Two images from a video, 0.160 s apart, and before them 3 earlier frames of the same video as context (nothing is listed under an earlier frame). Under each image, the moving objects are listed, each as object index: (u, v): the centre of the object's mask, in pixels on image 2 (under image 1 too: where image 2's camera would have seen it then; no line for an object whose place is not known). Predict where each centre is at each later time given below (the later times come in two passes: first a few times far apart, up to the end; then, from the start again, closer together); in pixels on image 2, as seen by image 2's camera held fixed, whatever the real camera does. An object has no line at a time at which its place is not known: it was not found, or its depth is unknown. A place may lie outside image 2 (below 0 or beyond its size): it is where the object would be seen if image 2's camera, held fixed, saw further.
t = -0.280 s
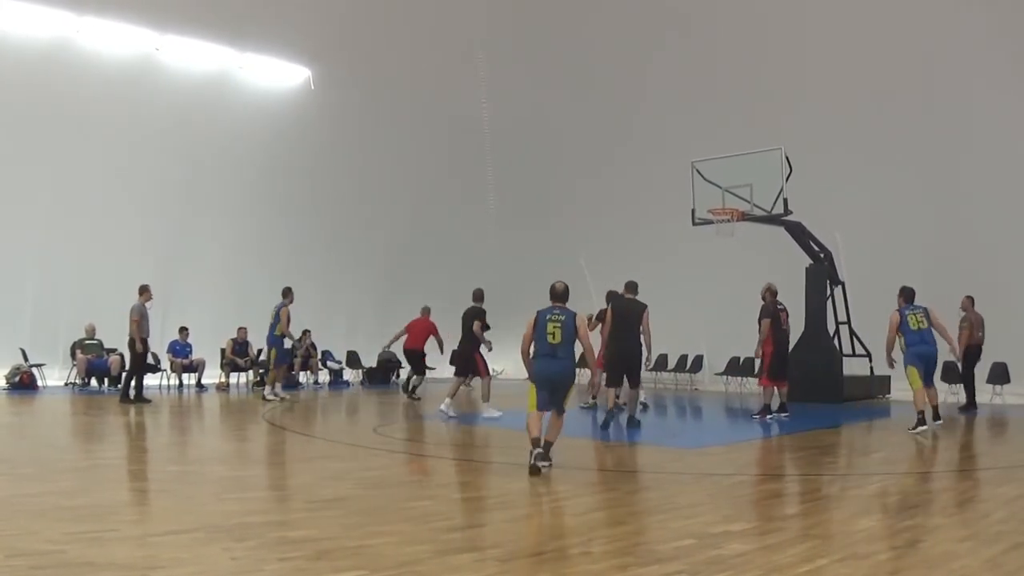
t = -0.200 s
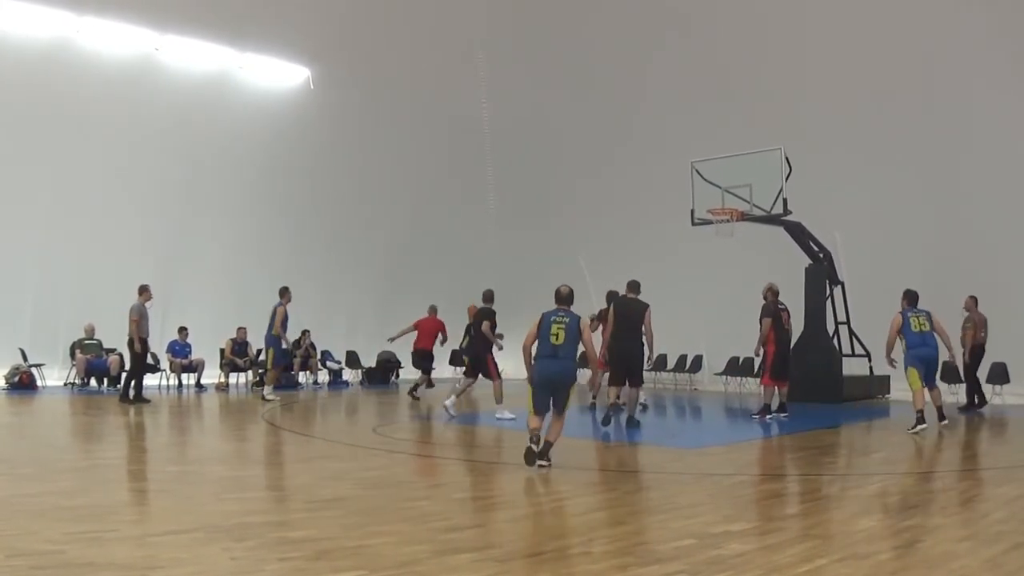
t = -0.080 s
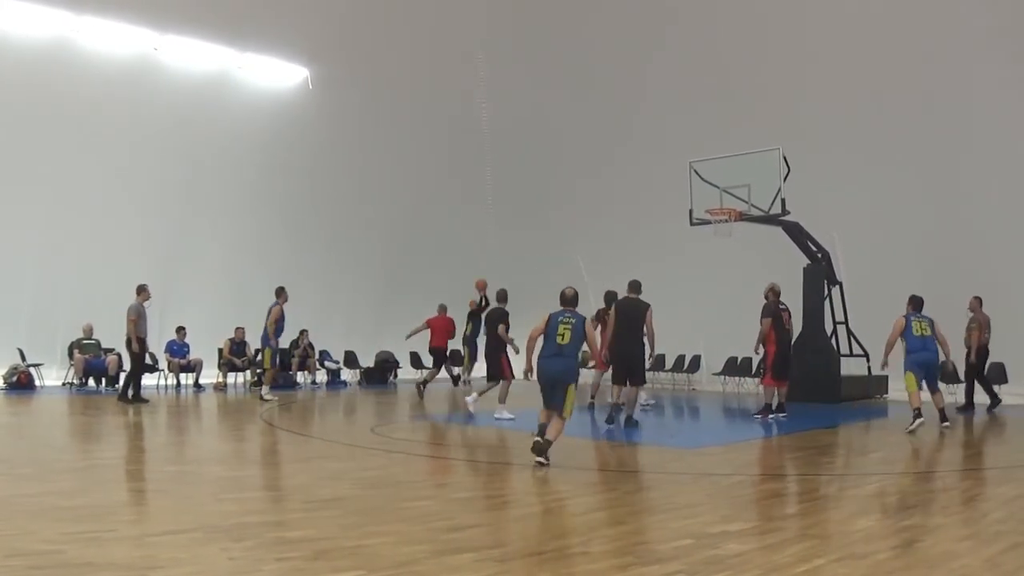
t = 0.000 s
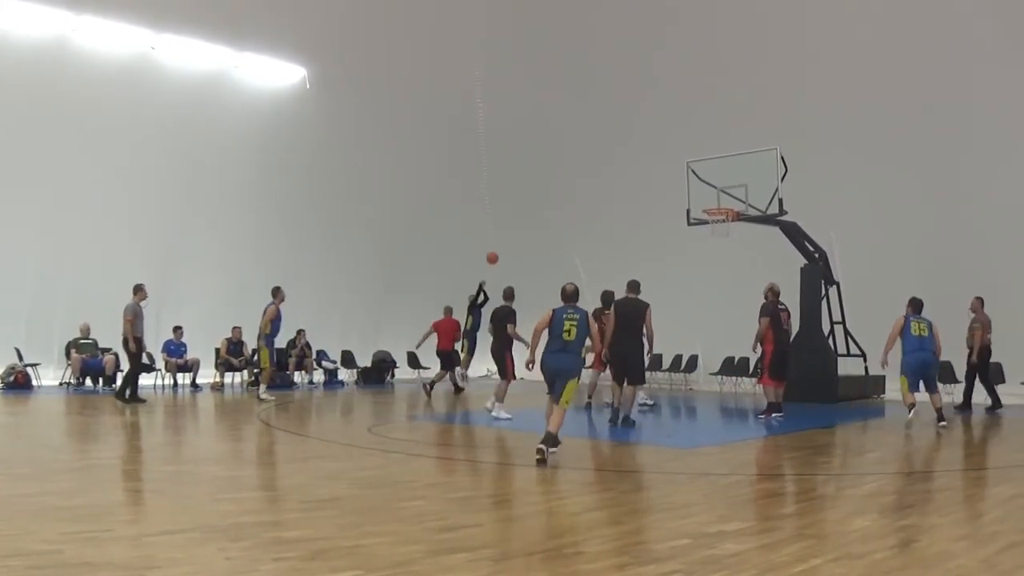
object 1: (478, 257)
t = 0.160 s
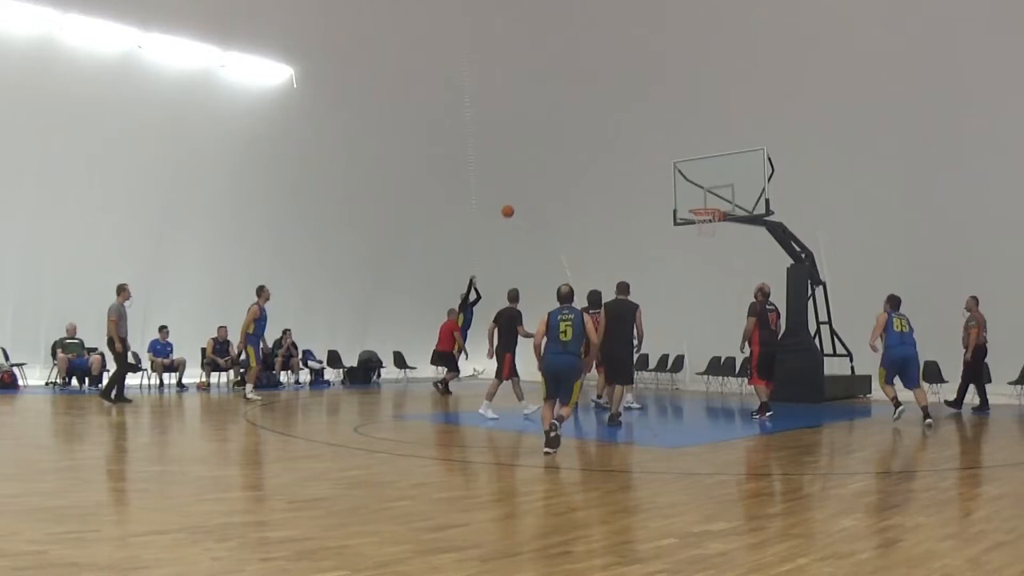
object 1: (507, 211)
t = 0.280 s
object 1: (530, 184)
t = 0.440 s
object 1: (561, 158)
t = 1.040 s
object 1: (698, 182)
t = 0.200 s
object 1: (515, 201)
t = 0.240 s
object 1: (522, 192)
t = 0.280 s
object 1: (530, 184)
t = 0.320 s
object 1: (537, 176)
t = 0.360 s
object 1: (545, 169)
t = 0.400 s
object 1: (552, 163)
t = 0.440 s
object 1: (561, 158)
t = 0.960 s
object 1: (679, 167)
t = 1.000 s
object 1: (688, 174)
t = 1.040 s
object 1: (698, 182)
